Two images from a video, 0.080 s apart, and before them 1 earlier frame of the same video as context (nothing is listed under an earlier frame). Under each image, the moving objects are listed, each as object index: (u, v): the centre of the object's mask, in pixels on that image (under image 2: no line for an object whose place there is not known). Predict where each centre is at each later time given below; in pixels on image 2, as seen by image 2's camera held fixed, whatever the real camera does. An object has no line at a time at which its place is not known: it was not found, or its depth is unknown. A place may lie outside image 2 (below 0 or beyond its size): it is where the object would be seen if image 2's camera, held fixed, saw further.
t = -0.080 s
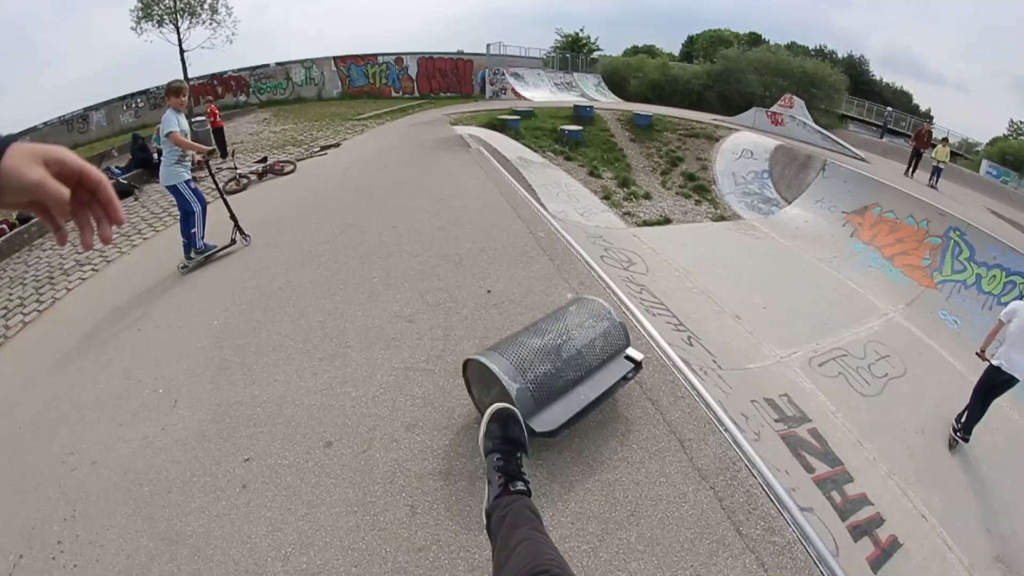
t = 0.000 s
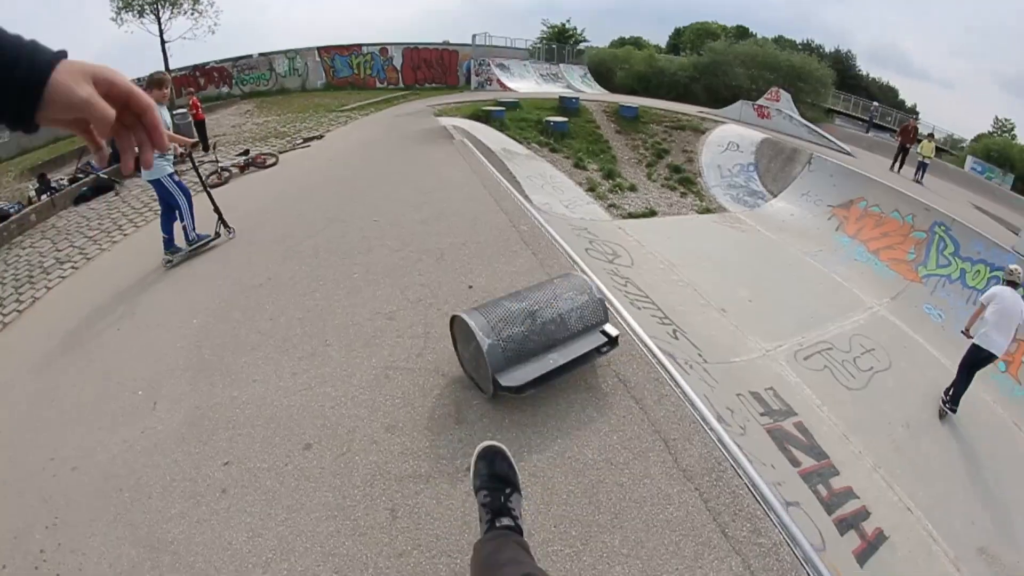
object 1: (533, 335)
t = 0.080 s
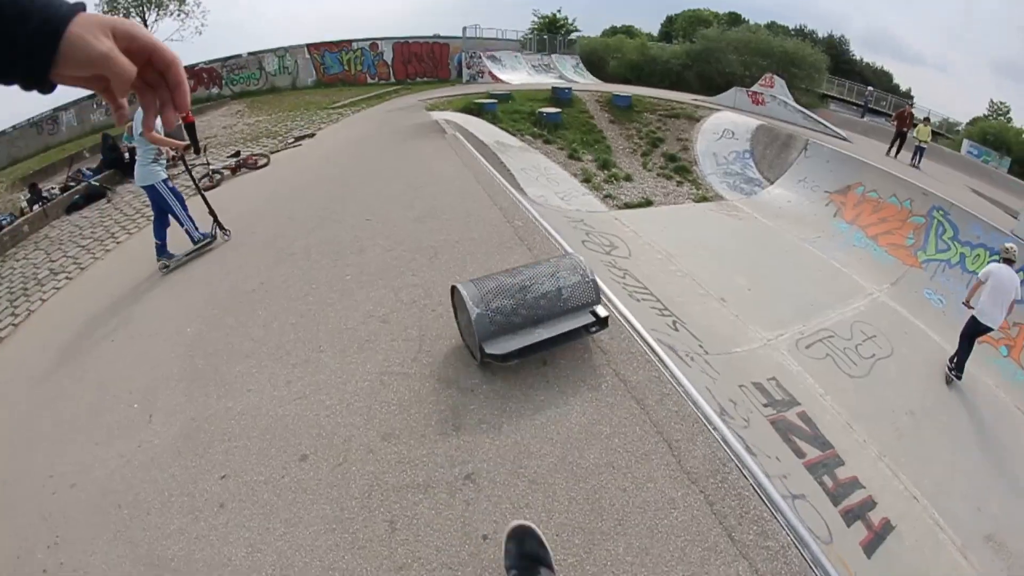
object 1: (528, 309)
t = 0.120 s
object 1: (527, 298)
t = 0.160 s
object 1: (526, 290)
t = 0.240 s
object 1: (520, 279)
